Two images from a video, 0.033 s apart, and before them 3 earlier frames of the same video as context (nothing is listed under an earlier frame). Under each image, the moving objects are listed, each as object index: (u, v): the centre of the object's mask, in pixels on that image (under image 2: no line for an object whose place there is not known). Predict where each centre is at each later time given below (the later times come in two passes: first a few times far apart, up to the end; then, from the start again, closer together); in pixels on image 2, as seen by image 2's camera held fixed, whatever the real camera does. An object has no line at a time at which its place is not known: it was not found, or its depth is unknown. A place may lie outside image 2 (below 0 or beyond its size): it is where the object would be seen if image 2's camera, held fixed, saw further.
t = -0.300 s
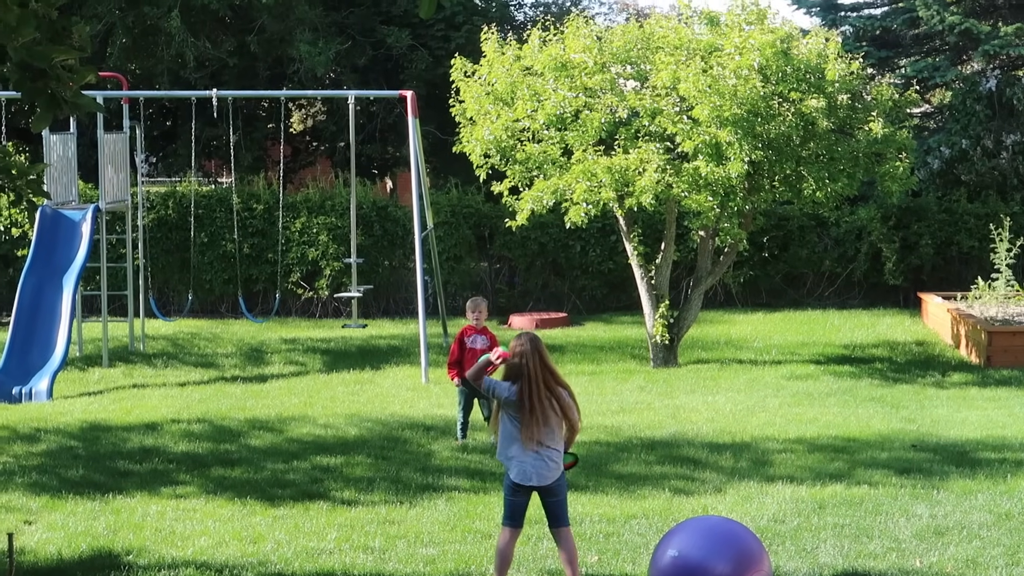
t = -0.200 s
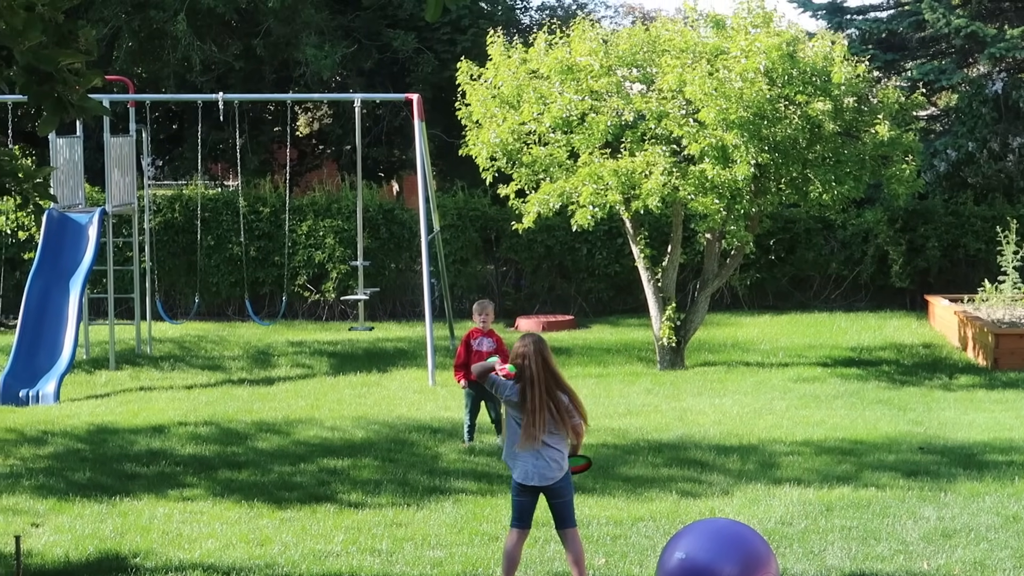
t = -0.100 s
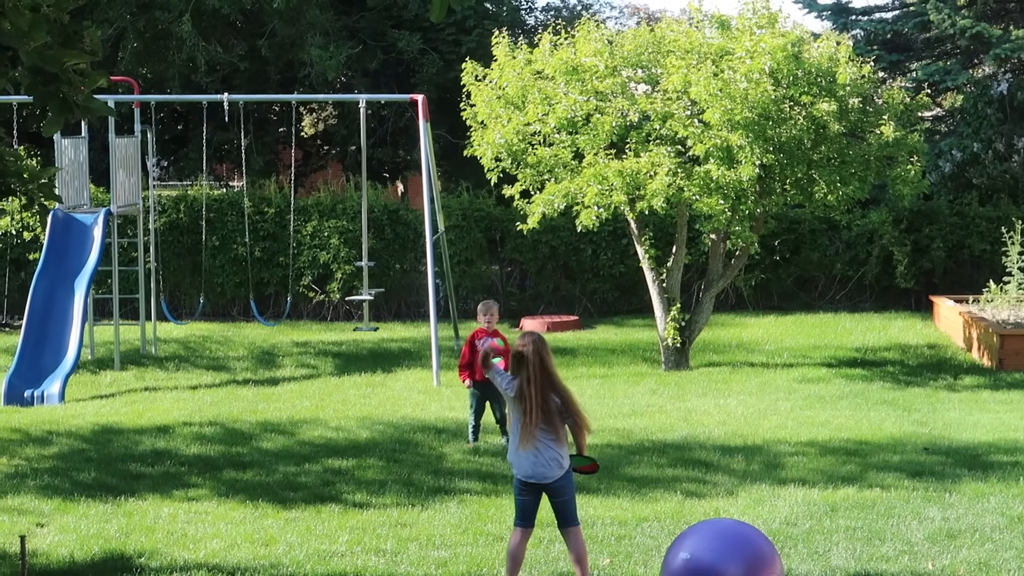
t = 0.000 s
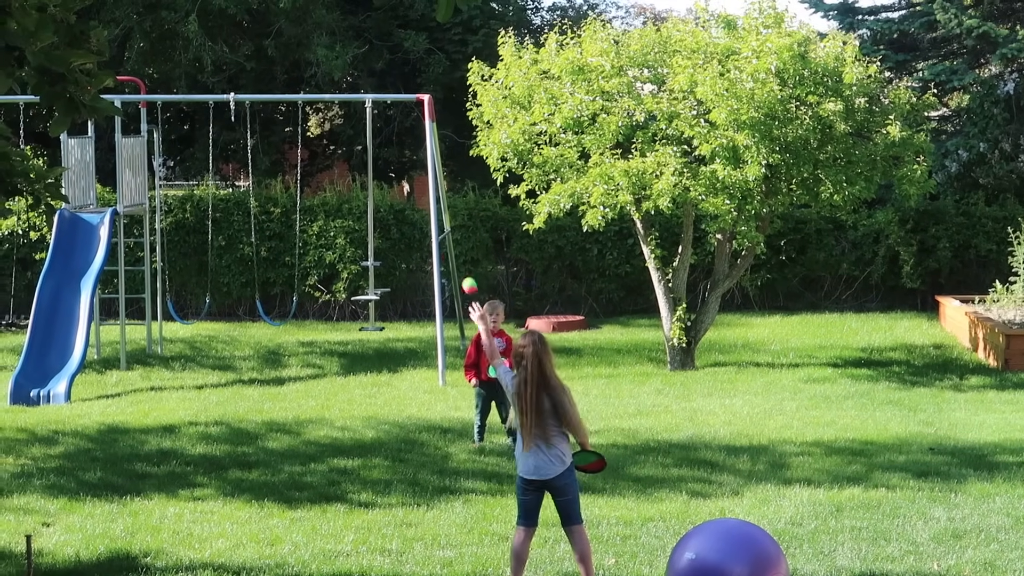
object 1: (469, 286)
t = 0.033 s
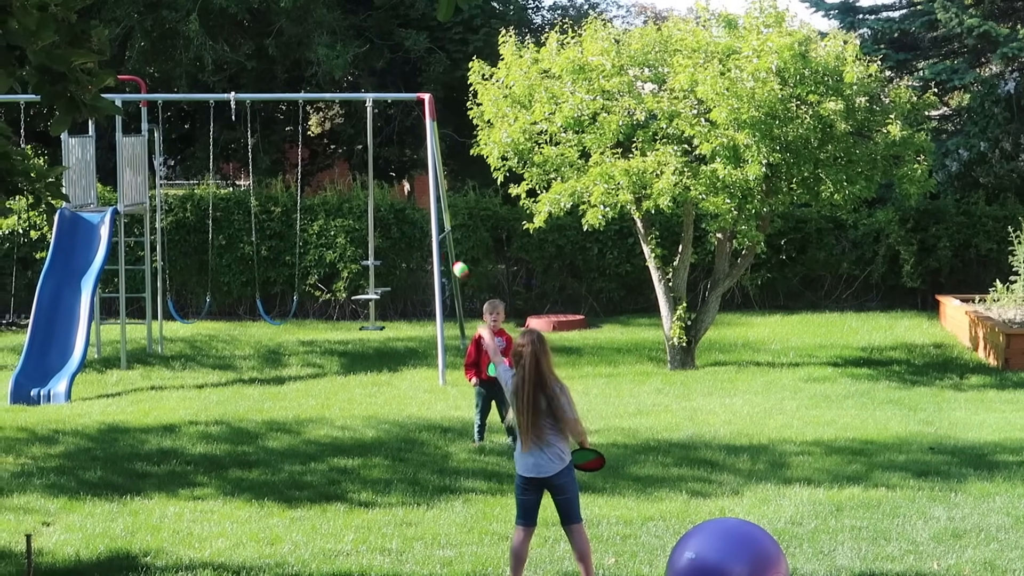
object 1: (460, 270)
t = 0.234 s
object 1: (411, 227)
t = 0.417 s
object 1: (373, 252)
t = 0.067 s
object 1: (451, 256)
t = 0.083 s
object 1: (446, 251)
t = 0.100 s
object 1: (443, 246)
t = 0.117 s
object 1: (439, 241)
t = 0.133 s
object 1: (434, 238)
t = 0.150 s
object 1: (430, 234)
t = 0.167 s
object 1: (425, 232)
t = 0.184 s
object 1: (422, 230)
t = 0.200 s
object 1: (419, 229)
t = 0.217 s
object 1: (415, 228)
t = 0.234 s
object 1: (411, 227)
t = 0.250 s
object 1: (407, 227)
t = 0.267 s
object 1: (404, 228)
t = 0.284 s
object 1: (400, 229)
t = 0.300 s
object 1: (396, 230)
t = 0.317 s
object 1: (393, 232)
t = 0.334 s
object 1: (390, 234)
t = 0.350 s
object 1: (386, 237)
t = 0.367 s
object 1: (382, 240)
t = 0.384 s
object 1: (379, 244)
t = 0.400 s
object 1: (376, 248)
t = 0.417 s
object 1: (373, 252)
